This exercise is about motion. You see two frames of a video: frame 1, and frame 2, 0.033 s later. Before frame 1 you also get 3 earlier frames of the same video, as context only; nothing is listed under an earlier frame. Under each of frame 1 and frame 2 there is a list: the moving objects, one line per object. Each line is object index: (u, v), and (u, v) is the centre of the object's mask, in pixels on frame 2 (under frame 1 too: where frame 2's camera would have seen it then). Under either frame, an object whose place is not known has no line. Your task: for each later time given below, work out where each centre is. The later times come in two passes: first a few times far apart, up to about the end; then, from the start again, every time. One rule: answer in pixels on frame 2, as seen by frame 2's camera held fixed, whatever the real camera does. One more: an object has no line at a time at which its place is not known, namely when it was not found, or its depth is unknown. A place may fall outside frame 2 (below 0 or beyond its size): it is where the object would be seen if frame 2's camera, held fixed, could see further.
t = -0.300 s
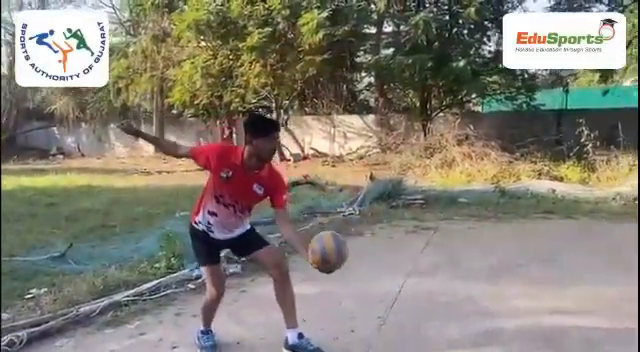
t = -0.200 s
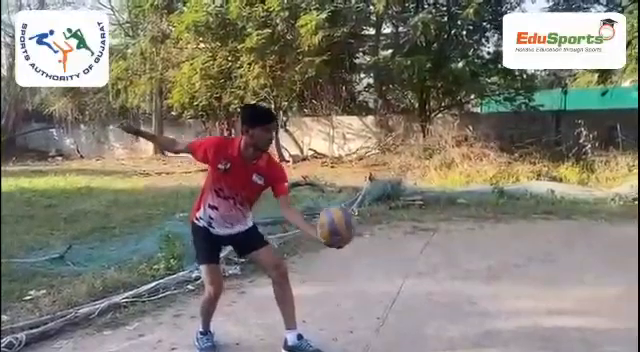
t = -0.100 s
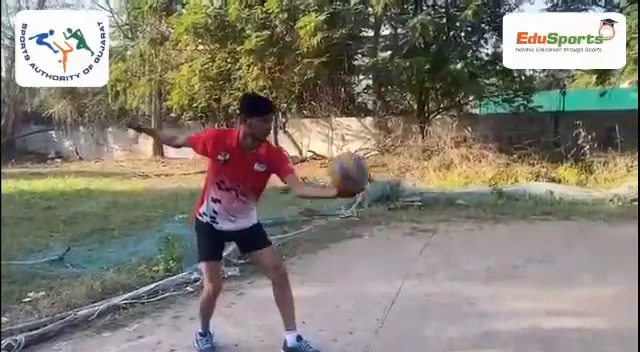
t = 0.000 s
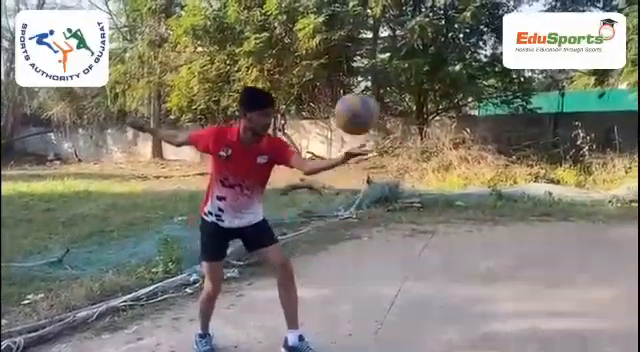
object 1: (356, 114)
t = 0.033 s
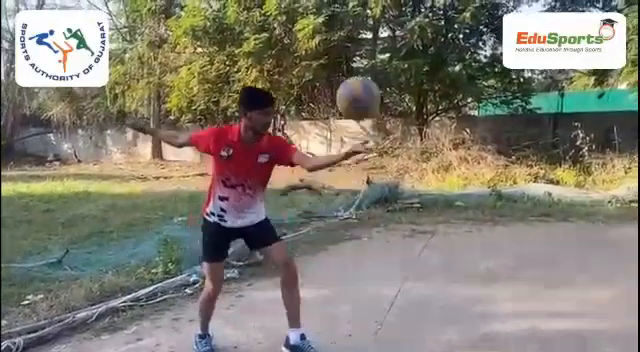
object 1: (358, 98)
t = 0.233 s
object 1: (376, 42)
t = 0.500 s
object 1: (403, 96)
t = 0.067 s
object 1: (361, 83)
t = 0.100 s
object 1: (363, 71)
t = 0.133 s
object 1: (367, 59)
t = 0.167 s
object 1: (370, 52)
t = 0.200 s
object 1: (372, 46)
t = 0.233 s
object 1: (376, 42)
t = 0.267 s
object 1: (379, 40)
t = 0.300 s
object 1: (382, 41)
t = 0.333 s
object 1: (386, 43)
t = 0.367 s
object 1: (389, 49)
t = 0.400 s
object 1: (393, 57)
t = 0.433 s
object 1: (396, 68)
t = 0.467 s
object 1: (400, 81)
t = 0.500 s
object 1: (403, 96)
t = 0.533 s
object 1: (407, 114)
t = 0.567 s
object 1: (411, 135)
